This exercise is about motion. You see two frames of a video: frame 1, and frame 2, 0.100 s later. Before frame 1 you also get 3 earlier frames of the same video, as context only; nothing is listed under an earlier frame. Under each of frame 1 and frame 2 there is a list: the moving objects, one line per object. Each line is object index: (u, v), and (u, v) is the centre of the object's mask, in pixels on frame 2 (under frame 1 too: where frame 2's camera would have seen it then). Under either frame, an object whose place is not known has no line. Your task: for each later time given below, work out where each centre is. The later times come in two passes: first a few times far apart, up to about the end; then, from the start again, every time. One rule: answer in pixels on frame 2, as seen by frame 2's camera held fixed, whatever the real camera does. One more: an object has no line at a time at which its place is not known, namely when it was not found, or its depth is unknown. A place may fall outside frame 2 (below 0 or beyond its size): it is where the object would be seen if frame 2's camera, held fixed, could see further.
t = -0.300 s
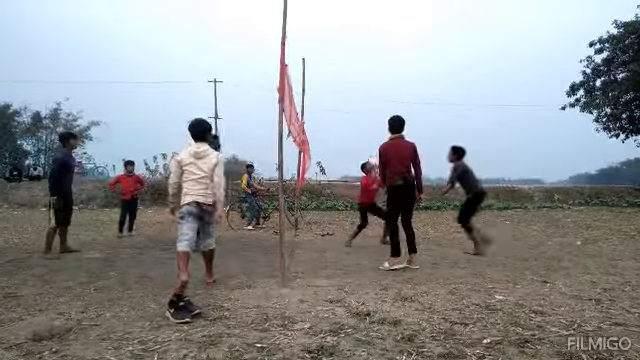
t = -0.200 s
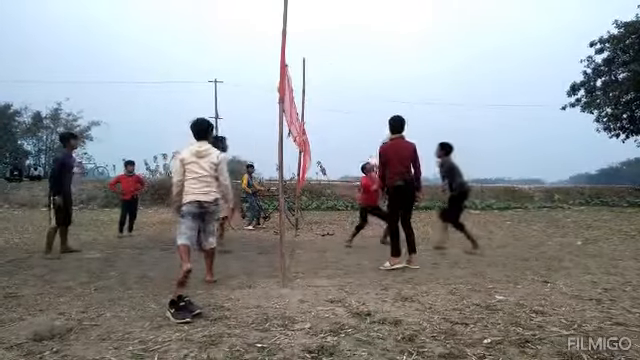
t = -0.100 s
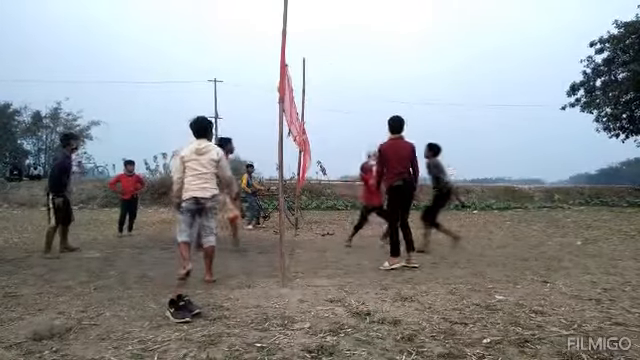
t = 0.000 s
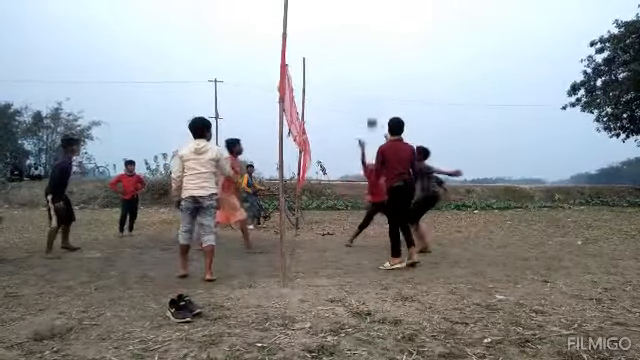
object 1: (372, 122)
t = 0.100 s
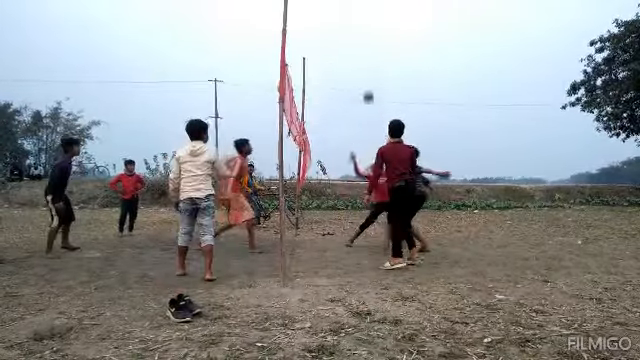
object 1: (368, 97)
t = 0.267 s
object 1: (361, 69)
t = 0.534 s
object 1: (350, 65)
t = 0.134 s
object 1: (366, 90)
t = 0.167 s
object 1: (365, 84)
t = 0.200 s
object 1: (363, 79)
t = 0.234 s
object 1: (362, 74)
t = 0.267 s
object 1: (361, 69)
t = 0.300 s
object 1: (360, 66)
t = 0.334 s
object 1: (358, 64)
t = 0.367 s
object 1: (357, 62)
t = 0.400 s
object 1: (355, 61)
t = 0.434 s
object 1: (354, 61)
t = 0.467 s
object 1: (353, 62)
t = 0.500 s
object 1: (352, 63)
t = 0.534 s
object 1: (350, 65)
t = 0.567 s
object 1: (349, 68)
